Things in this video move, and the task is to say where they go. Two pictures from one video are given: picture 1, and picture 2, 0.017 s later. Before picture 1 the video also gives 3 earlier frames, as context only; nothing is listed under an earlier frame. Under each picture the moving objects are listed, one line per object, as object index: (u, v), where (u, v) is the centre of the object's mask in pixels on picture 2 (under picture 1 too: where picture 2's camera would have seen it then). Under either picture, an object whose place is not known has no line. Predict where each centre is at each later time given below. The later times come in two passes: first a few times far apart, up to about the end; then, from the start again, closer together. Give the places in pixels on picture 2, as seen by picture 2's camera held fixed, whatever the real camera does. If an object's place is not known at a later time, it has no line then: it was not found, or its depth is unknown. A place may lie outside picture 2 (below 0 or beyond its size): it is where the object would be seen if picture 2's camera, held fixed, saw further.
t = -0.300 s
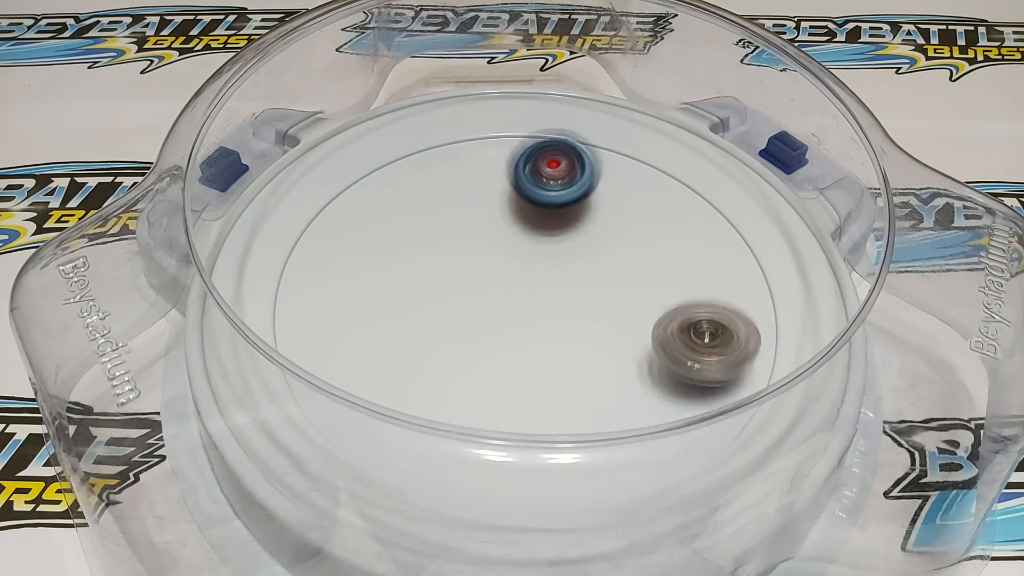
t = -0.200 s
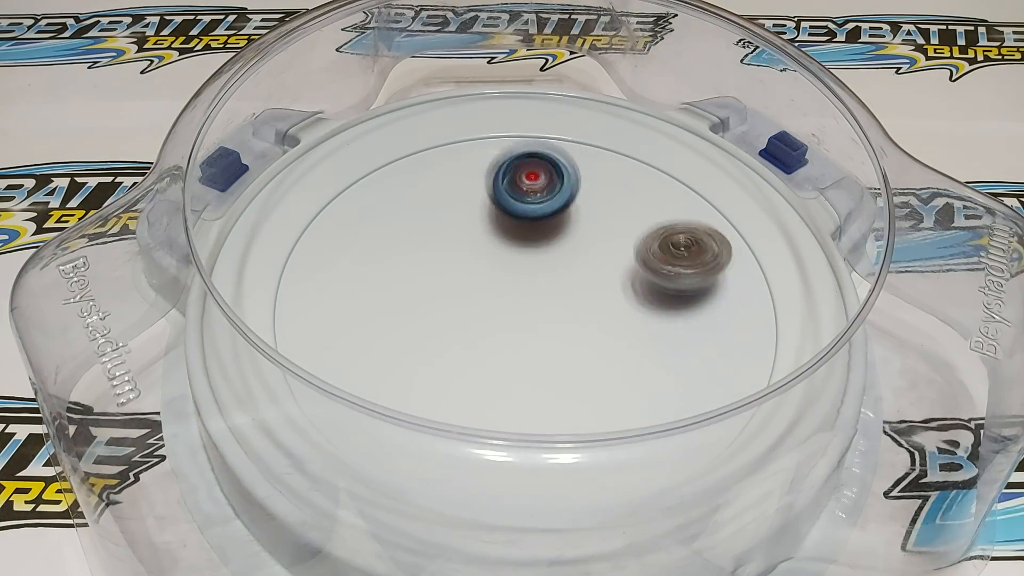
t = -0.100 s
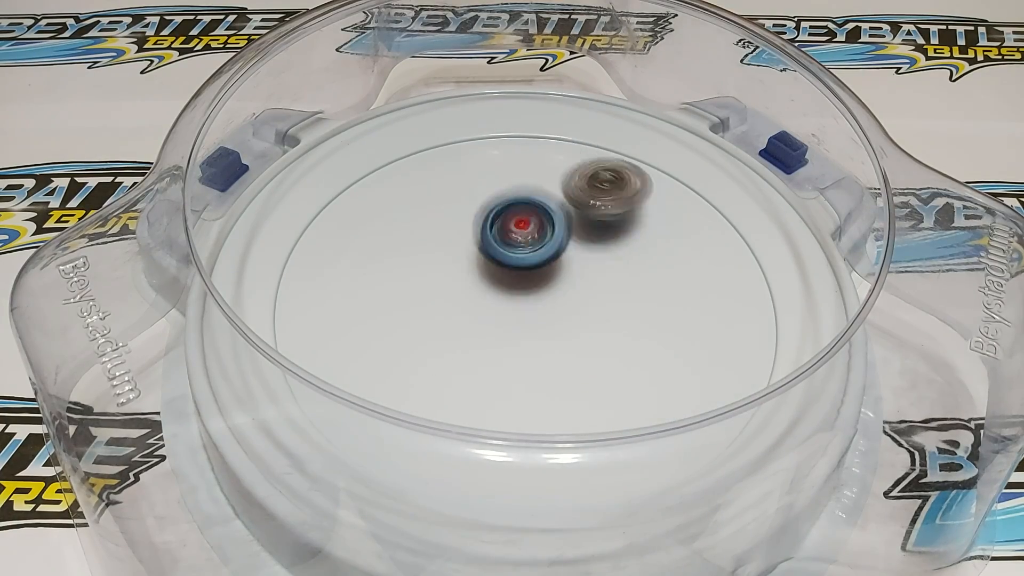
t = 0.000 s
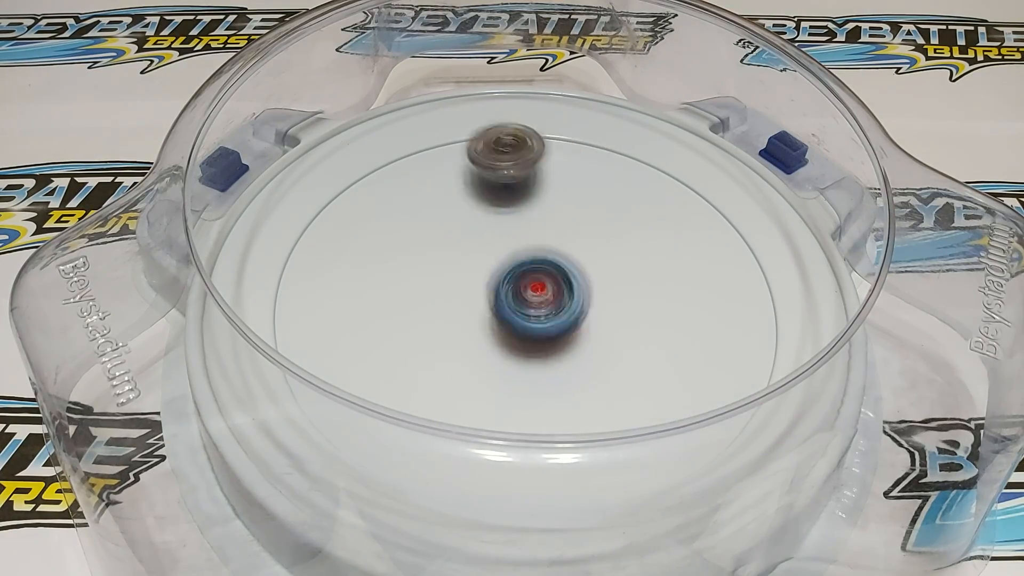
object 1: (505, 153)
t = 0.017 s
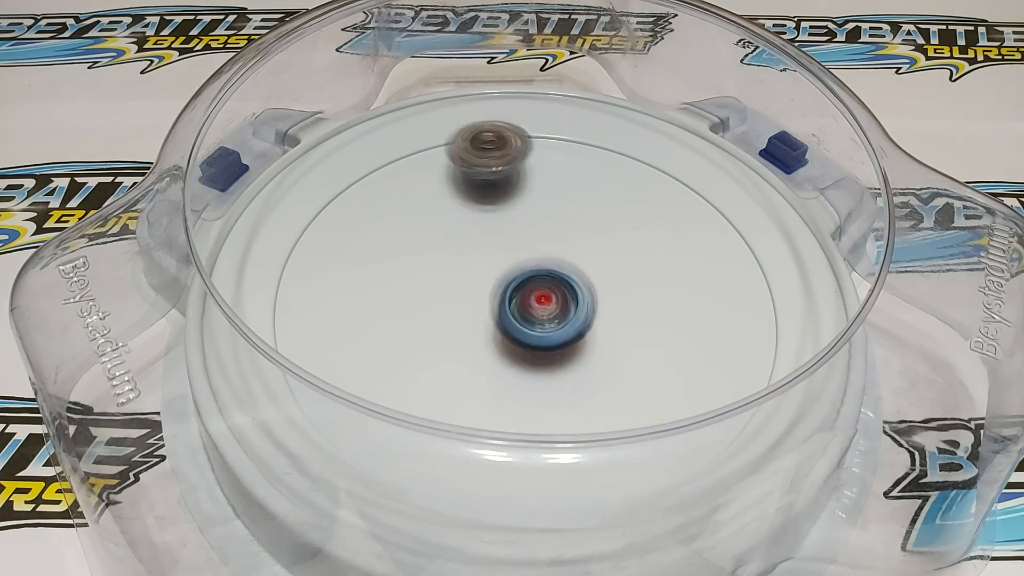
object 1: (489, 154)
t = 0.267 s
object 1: (287, 235)
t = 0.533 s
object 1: (493, 476)
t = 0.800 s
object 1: (776, 264)
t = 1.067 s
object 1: (477, 112)
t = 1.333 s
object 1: (308, 374)
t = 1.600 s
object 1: (759, 388)
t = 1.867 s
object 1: (603, 125)
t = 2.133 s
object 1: (287, 239)
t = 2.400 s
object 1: (565, 486)
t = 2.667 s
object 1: (754, 225)
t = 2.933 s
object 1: (378, 146)
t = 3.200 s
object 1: (509, 483)
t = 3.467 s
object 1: (770, 248)
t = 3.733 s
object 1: (501, 115)
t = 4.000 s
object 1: (288, 283)
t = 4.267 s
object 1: (601, 487)
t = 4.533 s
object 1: (764, 239)
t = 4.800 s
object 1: (477, 113)
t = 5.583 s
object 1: (481, 280)
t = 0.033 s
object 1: (471, 151)
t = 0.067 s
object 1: (438, 148)
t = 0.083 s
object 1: (421, 151)
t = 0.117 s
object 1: (389, 157)
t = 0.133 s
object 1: (374, 160)
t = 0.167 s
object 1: (345, 170)
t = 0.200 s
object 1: (320, 186)
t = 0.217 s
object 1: (307, 194)
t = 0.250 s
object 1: (291, 217)
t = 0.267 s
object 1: (287, 235)
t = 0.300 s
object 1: (282, 264)
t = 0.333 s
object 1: (285, 297)
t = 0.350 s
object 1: (292, 315)
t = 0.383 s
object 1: (304, 356)
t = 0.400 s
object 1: (312, 372)
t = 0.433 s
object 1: (339, 406)
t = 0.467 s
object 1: (377, 441)
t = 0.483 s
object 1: (404, 457)
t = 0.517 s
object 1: (462, 473)
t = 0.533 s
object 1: (493, 476)
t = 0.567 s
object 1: (559, 479)
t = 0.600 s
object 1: (627, 482)
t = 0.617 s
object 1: (651, 461)
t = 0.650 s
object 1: (704, 434)
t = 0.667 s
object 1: (726, 419)
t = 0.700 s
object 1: (757, 379)
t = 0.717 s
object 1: (762, 355)
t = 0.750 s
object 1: (780, 322)
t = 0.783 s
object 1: (781, 280)
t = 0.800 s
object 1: (776, 264)
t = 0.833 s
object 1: (761, 225)
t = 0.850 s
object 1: (748, 208)
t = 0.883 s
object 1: (720, 180)
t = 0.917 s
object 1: (685, 154)
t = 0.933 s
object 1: (663, 142)
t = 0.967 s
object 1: (619, 126)
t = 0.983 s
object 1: (596, 120)
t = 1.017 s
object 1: (548, 111)
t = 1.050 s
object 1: (499, 111)
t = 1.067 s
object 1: (477, 112)
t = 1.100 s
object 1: (430, 123)
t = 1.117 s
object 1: (407, 133)
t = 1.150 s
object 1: (365, 153)
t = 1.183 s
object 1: (329, 178)
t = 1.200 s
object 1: (312, 200)
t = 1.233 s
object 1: (290, 240)
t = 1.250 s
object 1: (282, 258)
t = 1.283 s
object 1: (283, 304)
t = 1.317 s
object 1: (296, 356)
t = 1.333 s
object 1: (308, 374)
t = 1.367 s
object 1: (348, 420)
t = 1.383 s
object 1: (376, 442)
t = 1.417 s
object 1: (438, 467)
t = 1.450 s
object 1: (507, 484)
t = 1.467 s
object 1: (543, 487)
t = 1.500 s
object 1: (613, 479)
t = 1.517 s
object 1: (643, 470)
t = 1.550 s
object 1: (698, 445)
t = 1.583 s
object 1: (741, 407)
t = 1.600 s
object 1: (759, 388)
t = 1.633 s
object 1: (772, 342)
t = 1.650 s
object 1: (781, 325)
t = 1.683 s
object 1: (782, 281)
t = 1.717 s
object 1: (768, 240)
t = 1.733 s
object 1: (756, 221)
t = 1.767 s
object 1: (728, 187)
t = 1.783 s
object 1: (709, 173)
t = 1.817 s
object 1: (669, 149)
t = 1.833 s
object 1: (647, 137)
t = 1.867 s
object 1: (603, 125)
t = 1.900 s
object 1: (556, 115)
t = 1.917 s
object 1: (532, 116)
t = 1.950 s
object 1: (485, 115)
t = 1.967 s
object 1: (462, 121)
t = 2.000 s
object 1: (418, 129)
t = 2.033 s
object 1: (375, 148)
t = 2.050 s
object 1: (358, 160)
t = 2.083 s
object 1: (323, 187)
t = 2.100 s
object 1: (310, 199)
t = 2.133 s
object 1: (287, 239)
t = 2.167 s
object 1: (278, 280)
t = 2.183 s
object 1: (279, 299)
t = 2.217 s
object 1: (287, 346)
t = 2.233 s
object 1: (296, 368)
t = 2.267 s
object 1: (328, 408)
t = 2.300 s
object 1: (373, 441)
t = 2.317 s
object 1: (400, 459)
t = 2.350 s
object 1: (463, 480)
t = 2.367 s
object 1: (496, 485)
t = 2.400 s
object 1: (565, 486)
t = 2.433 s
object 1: (629, 474)
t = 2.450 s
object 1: (658, 465)
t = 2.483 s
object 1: (708, 435)
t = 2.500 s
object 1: (728, 418)
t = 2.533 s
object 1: (760, 377)
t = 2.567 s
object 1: (772, 338)
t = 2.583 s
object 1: (780, 318)
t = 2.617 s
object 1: (776, 280)
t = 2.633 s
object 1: (772, 262)
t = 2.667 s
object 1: (754, 225)
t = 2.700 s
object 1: (729, 196)
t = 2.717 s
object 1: (714, 181)
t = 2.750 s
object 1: (678, 158)
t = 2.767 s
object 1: (661, 148)
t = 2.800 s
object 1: (621, 131)
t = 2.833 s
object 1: (574, 118)
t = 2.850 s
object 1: (544, 114)
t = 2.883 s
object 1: (469, 118)
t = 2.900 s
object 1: (437, 122)
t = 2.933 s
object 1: (378, 146)
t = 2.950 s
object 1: (349, 167)
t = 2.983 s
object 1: (308, 203)
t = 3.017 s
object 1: (285, 259)
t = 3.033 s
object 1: (279, 285)
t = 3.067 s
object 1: (287, 332)
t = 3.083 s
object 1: (301, 365)
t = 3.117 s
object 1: (341, 415)
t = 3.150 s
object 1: (400, 451)
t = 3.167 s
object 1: (434, 469)
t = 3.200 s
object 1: (509, 483)
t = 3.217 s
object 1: (545, 487)
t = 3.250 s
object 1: (619, 488)
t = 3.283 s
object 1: (676, 460)
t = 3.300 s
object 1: (702, 442)
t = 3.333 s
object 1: (740, 403)
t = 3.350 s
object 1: (756, 386)
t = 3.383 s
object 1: (772, 338)
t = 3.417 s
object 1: (783, 303)
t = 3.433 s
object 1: (780, 284)
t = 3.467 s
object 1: (770, 248)
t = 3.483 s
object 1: (761, 231)
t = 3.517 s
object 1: (737, 198)
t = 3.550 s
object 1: (709, 171)
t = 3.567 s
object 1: (693, 161)
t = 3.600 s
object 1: (659, 141)
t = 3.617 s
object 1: (639, 133)
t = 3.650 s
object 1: (599, 123)
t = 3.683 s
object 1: (560, 114)
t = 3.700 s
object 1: (540, 115)
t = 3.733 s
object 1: (501, 115)
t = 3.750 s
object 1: (479, 117)
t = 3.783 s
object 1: (440, 122)
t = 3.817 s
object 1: (405, 131)
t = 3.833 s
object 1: (388, 139)
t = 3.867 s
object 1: (355, 160)
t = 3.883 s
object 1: (340, 172)
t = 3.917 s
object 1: (316, 197)
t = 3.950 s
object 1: (298, 226)
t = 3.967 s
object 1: (293, 243)
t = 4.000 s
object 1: (288, 283)
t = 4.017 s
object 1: (291, 301)
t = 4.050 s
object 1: (307, 331)
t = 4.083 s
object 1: (327, 374)
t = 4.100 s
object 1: (343, 393)
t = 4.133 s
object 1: (378, 425)
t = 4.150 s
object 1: (402, 439)
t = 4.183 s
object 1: (453, 463)
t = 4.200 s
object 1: (482, 466)
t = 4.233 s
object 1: (540, 476)
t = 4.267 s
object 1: (601, 487)
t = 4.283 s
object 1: (627, 471)
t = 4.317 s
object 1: (679, 452)
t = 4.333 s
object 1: (700, 439)
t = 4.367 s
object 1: (733, 404)
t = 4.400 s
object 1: (761, 373)
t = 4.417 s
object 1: (763, 350)
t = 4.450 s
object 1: (778, 321)
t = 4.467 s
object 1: (779, 304)
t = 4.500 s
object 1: (775, 271)
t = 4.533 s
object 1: (764, 239)
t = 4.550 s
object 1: (756, 224)
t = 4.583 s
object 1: (733, 193)
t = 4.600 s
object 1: (717, 180)
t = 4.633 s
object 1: (680, 156)
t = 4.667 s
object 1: (643, 135)
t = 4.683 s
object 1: (622, 127)
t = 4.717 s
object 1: (580, 122)
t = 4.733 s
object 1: (560, 117)
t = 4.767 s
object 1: (520, 113)
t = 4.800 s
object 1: (477, 113)
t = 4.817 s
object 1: (454, 121)
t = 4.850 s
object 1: (410, 139)
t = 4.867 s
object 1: (389, 146)
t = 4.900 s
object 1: (350, 164)
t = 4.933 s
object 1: (319, 187)
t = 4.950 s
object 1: (308, 203)
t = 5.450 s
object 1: (612, 341)
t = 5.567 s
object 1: (495, 287)
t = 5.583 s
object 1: (481, 280)
